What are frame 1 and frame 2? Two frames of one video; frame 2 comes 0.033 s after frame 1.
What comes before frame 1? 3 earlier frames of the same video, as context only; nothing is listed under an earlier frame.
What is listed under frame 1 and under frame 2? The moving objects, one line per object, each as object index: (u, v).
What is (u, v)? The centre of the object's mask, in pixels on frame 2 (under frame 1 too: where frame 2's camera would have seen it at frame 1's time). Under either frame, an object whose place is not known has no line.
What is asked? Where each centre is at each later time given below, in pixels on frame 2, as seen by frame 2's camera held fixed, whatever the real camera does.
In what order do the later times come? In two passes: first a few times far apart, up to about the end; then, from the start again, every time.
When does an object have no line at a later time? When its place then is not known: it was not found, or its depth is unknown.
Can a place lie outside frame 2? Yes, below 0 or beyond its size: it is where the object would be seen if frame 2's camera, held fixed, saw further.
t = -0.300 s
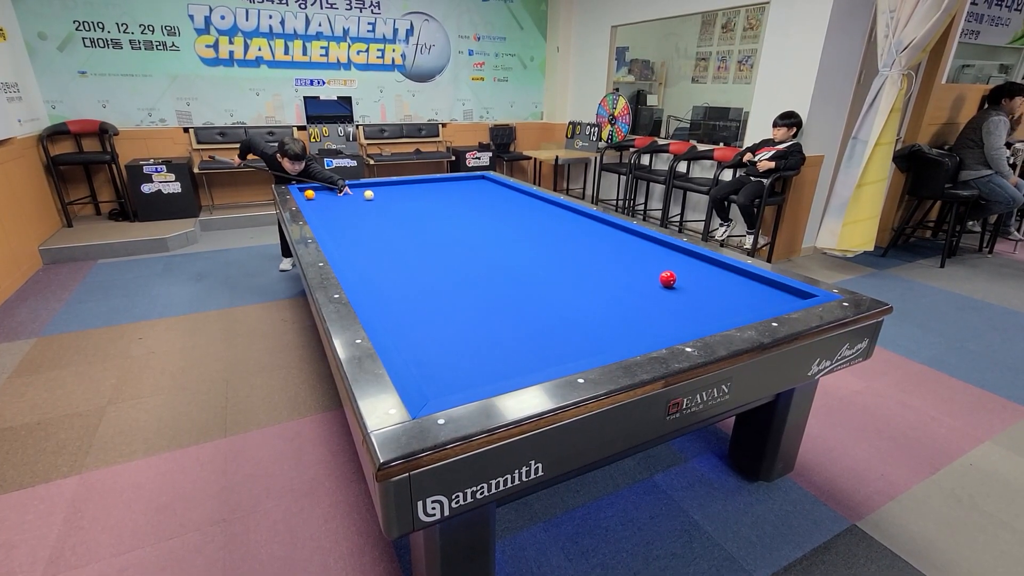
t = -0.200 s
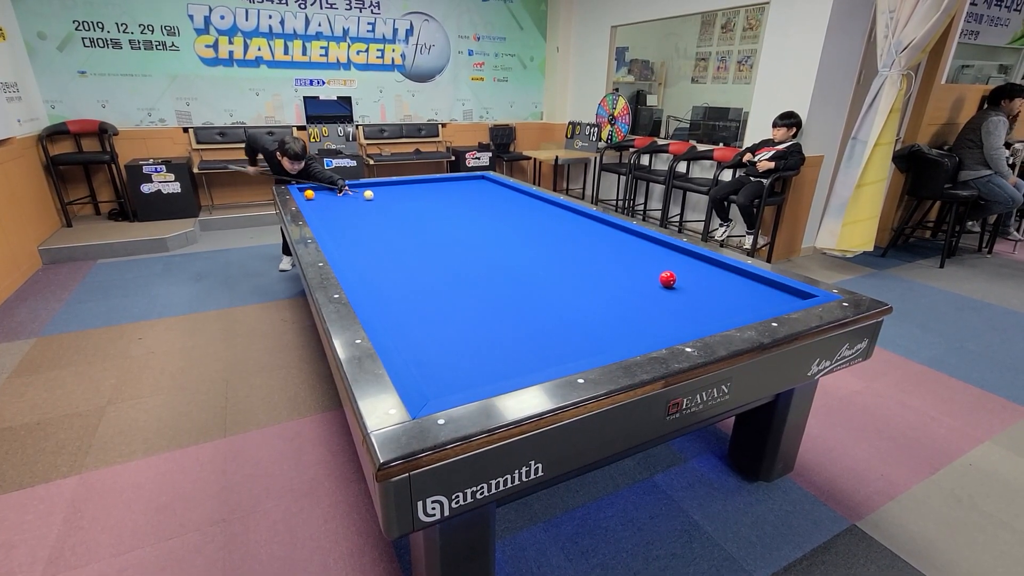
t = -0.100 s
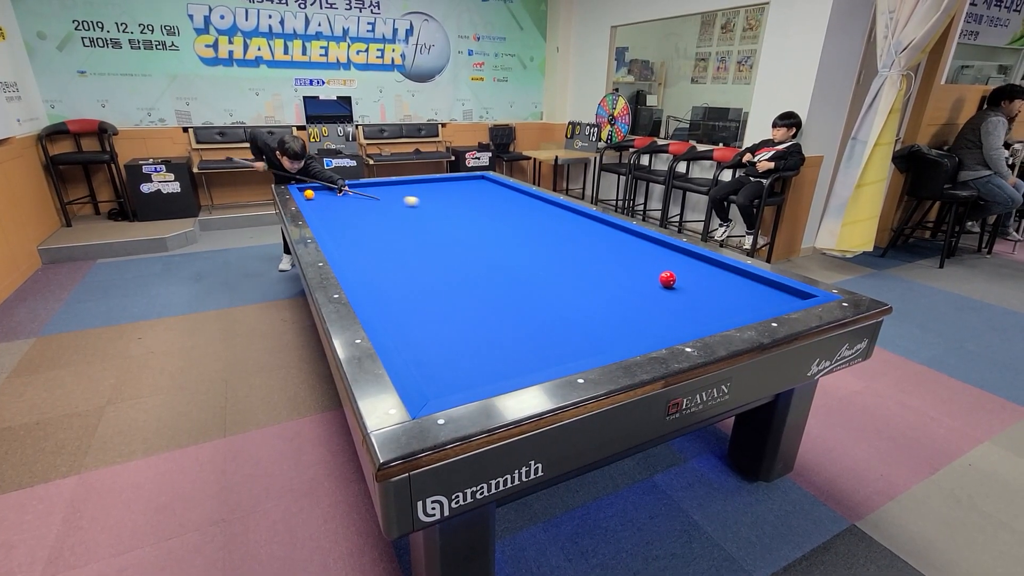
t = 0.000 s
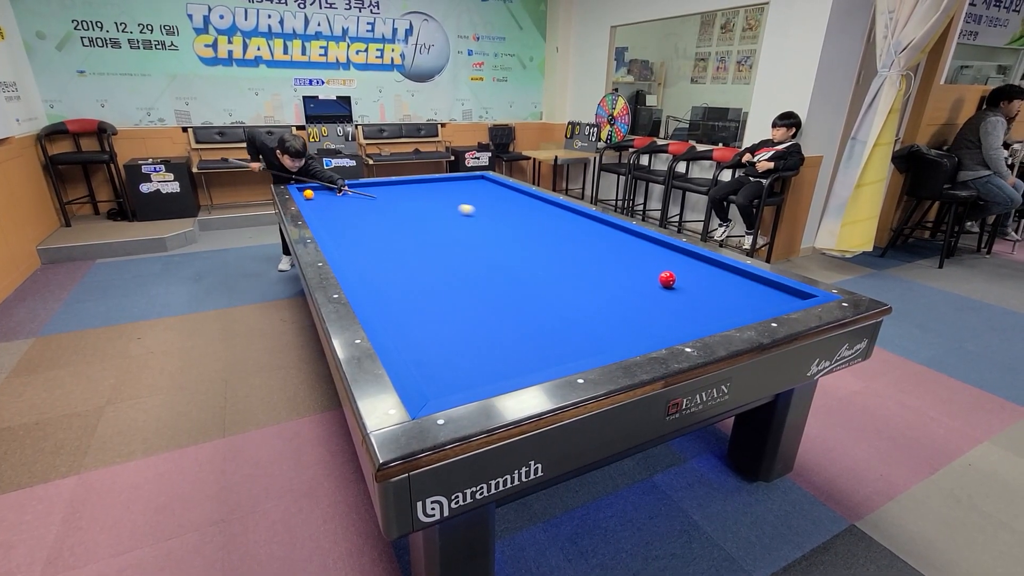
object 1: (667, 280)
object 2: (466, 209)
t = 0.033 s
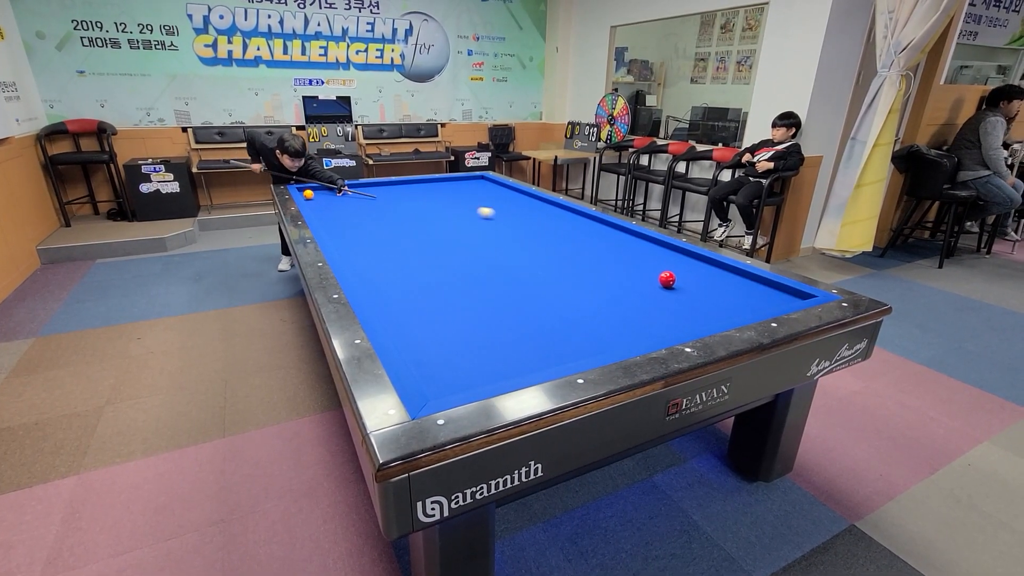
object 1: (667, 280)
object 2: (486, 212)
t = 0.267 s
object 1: (667, 280)
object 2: (640, 236)
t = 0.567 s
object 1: (700, 299)
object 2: (638, 278)
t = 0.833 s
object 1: (662, 292)
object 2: (599, 293)
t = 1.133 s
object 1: (592, 266)
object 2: (573, 319)
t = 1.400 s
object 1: (543, 248)
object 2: (544, 349)
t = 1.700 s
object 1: (499, 232)
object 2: (493, 371)
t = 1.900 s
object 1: (475, 223)
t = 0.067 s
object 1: (667, 280)
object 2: (506, 215)
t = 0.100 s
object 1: (667, 280)
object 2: (527, 219)
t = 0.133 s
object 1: (667, 280)
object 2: (548, 222)
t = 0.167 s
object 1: (667, 280)
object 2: (570, 225)
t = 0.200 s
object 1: (667, 280)
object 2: (593, 228)
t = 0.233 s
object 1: (667, 280)
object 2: (617, 232)
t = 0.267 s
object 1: (667, 280)
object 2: (640, 236)
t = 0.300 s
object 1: (667, 280)
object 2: (646, 241)
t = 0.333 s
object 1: (667, 280)
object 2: (647, 246)
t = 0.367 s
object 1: (667, 280)
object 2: (649, 252)
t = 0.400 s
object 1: (667, 280)
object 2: (651, 258)
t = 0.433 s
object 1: (667, 280)
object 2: (653, 265)
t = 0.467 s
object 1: (667, 280)
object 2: (655, 272)
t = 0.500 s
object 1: (675, 285)
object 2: (652, 275)
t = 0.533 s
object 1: (688, 292)
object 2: (645, 276)
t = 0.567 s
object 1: (700, 299)
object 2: (638, 278)
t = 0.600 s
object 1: (713, 307)
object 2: (632, 279)
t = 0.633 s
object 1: (727, 313)
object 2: (626, 281)
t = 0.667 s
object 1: (721, 313)
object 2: (620, 282)
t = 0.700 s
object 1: (707, 309)
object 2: (615, 284)
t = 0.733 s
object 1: (695, 304)
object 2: (611, 286)
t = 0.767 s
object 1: (683, 300)
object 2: (606, 288)
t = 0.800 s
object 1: (672, 296)
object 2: (603, 291)
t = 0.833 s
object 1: (662, 292)
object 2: (599, 293)
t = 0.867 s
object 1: (652, 288)
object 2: (596, 296)
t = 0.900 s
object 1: (644, 285)
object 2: (593, 298)
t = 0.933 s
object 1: (636, 282)
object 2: (591, 301)
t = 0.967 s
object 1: (628, 279)
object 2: (588, 304)
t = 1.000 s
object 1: (620, 277)
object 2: (585, 307)
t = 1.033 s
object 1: (613, 274)
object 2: (582, 310)
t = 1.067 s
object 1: (606, 271)
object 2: (579, 313)
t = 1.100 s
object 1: (599, 268)
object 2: (576, 316)
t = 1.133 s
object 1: (592, 266)
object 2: (573, 319)
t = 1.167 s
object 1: (585, 264)
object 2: (569, 323)
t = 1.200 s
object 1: (579, 261)
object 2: (566, 326)
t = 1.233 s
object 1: (572, 259)
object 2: (563, 330)
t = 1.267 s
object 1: (566, 257)
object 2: (559, 333)
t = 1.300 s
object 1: (560, 254)
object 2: (556, 337)
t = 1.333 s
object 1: (554, 252)
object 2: (552, 341)
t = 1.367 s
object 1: (549, 250)
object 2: (548, 345)
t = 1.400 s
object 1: (543, 248)
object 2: (544, 349)
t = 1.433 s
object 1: (538, 246)
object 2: (540, 353)
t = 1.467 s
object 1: (533, 244)
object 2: (536, 357)
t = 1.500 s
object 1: (528, 242)
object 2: (531, 361)
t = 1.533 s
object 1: (522, 240)
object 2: (526, 364)
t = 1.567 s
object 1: (518, 239)
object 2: (521, 368)
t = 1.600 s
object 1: (513, 237)
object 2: (515, 369)
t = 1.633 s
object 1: (508, 235)
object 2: (507, 369)
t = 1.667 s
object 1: (504, 233)
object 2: (500, 370)
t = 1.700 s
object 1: (499, 232)
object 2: (493, 371)
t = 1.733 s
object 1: (495, 230)
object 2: (486, 371)
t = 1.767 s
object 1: (491, 229)
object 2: (479, 371)
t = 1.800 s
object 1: (487, 227)
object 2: (472, 371)
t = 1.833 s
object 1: (483, 226)
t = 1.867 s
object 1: (479, 224)
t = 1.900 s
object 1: (475, 223)
